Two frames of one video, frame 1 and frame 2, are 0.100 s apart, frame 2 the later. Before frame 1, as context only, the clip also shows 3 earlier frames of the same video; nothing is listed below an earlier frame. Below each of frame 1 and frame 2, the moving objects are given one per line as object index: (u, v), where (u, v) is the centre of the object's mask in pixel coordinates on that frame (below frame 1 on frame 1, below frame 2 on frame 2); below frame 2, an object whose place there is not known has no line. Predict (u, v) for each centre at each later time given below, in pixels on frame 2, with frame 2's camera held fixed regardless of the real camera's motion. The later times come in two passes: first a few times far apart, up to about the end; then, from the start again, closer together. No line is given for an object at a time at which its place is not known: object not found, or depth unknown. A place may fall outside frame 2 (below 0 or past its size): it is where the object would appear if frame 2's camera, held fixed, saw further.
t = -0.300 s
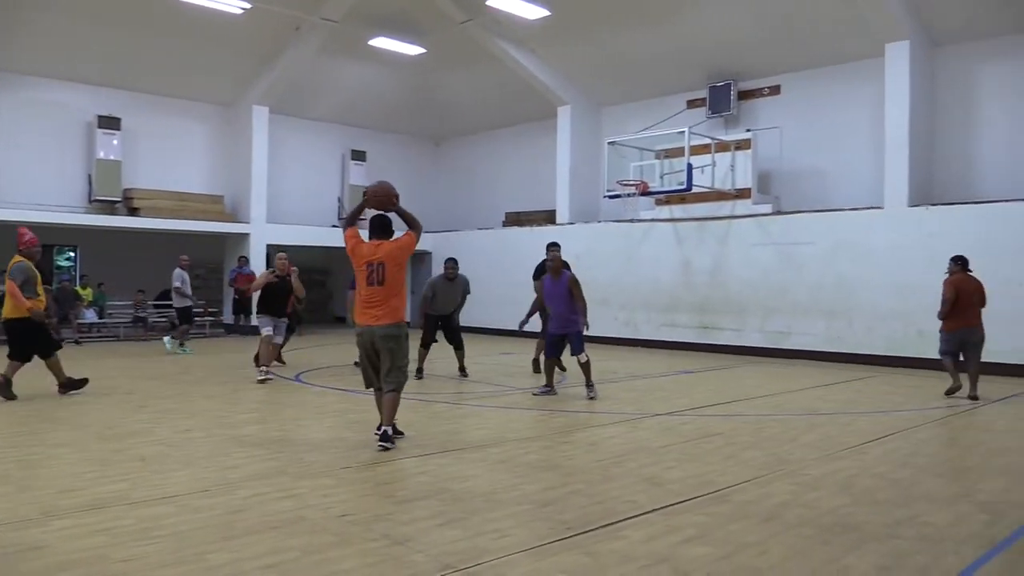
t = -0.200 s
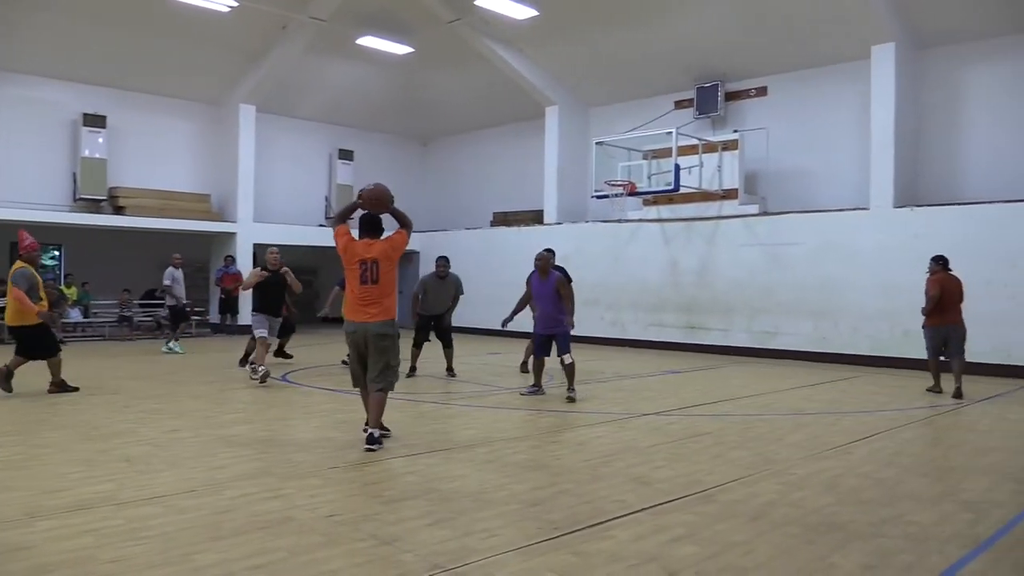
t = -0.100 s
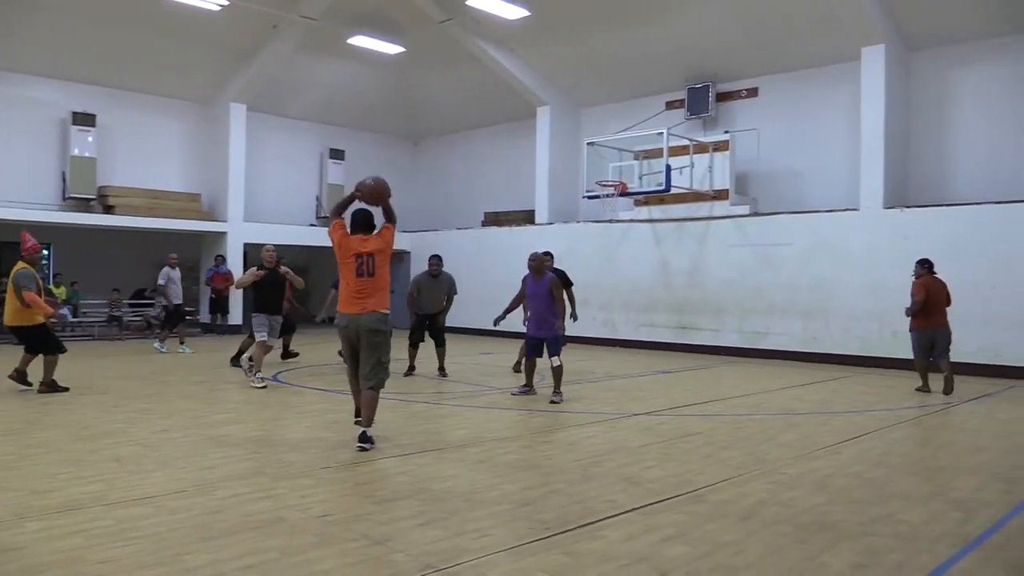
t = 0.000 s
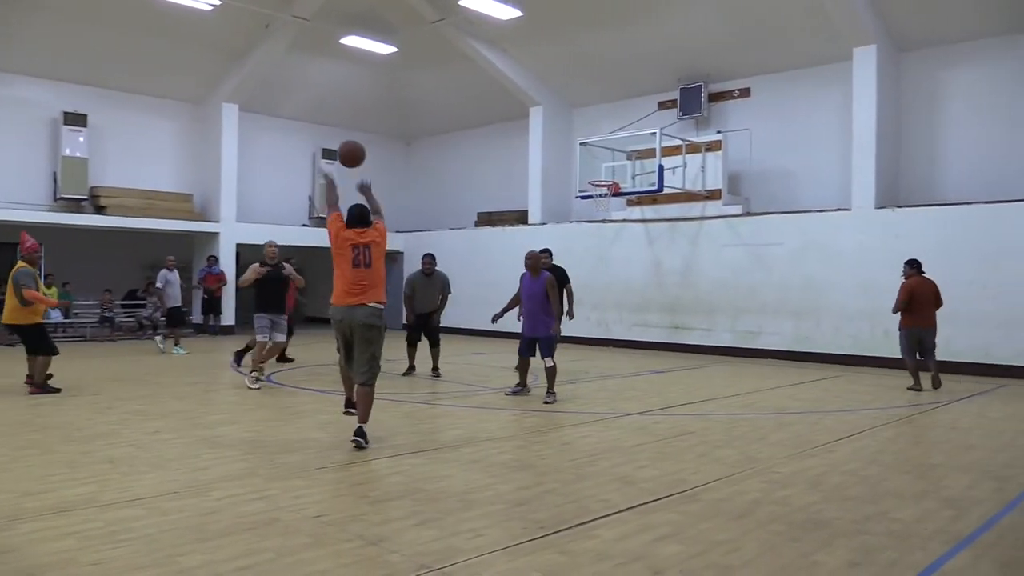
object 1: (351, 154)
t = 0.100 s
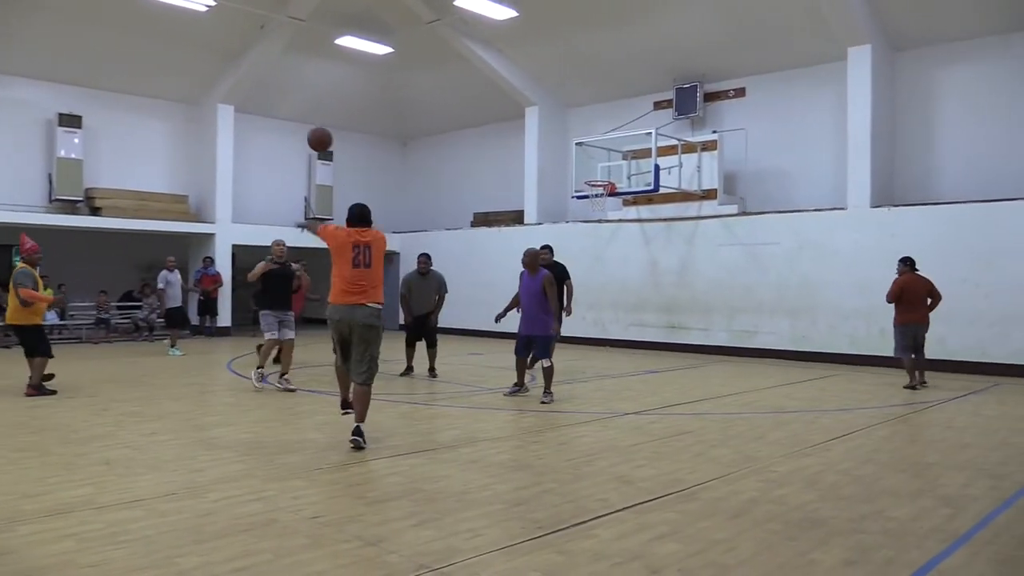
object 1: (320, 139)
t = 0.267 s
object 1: (286, 141)
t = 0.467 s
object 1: (255, 170)
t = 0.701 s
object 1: (231, 224)
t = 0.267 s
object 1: (286, 141)
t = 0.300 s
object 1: (280, 144)
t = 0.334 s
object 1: (274, 148)
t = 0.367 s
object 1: (269, 153)
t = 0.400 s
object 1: (264, 158)
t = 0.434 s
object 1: (260, 163)
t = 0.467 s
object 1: (255, 170)
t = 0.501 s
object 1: (251, 176)
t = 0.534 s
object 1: (247, 183)
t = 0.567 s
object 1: (243, 191)
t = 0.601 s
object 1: (240, 199)
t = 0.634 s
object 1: (237, 207)
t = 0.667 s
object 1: (234, 215)
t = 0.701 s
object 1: (231, 224)
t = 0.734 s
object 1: (228, 234)
